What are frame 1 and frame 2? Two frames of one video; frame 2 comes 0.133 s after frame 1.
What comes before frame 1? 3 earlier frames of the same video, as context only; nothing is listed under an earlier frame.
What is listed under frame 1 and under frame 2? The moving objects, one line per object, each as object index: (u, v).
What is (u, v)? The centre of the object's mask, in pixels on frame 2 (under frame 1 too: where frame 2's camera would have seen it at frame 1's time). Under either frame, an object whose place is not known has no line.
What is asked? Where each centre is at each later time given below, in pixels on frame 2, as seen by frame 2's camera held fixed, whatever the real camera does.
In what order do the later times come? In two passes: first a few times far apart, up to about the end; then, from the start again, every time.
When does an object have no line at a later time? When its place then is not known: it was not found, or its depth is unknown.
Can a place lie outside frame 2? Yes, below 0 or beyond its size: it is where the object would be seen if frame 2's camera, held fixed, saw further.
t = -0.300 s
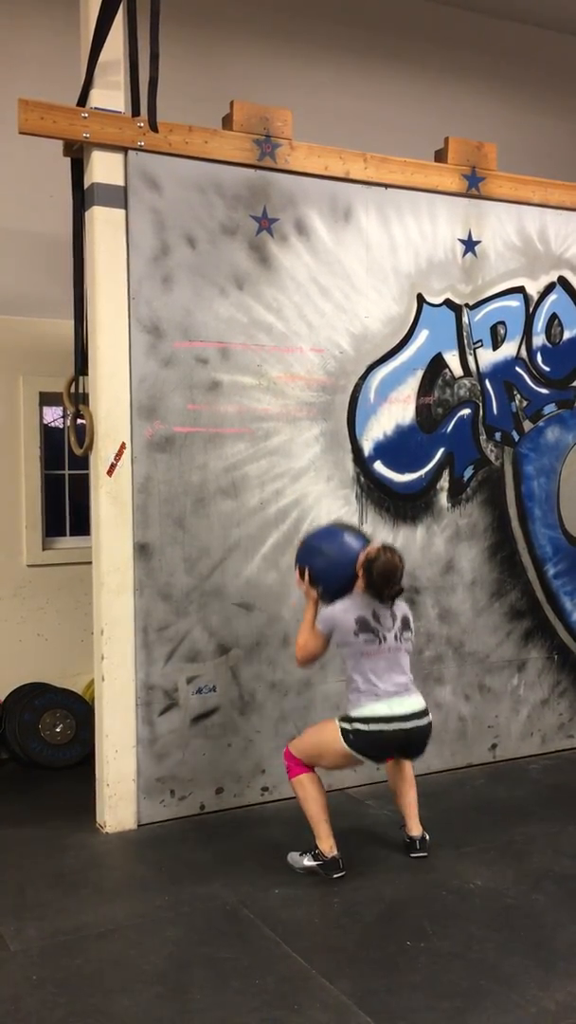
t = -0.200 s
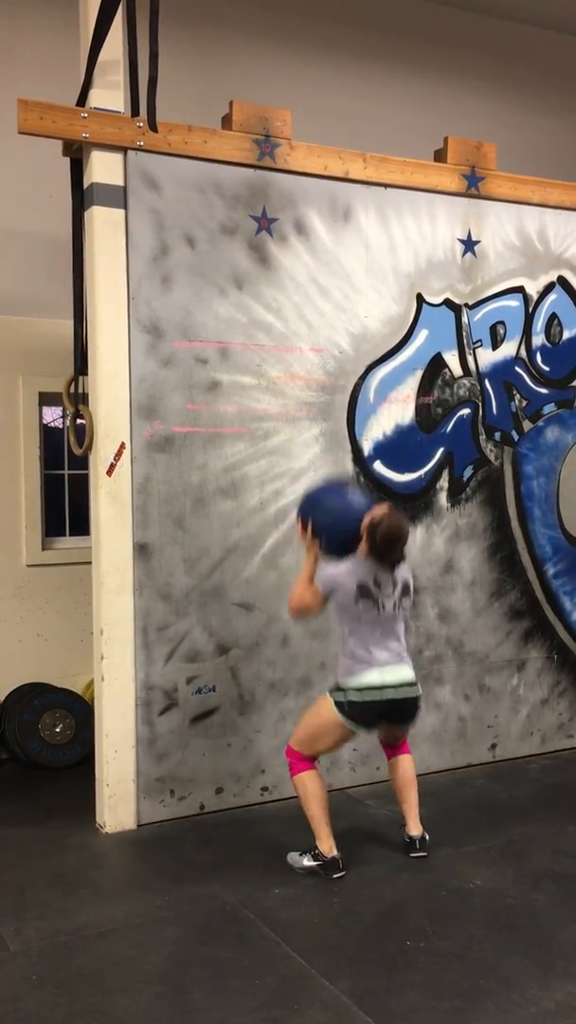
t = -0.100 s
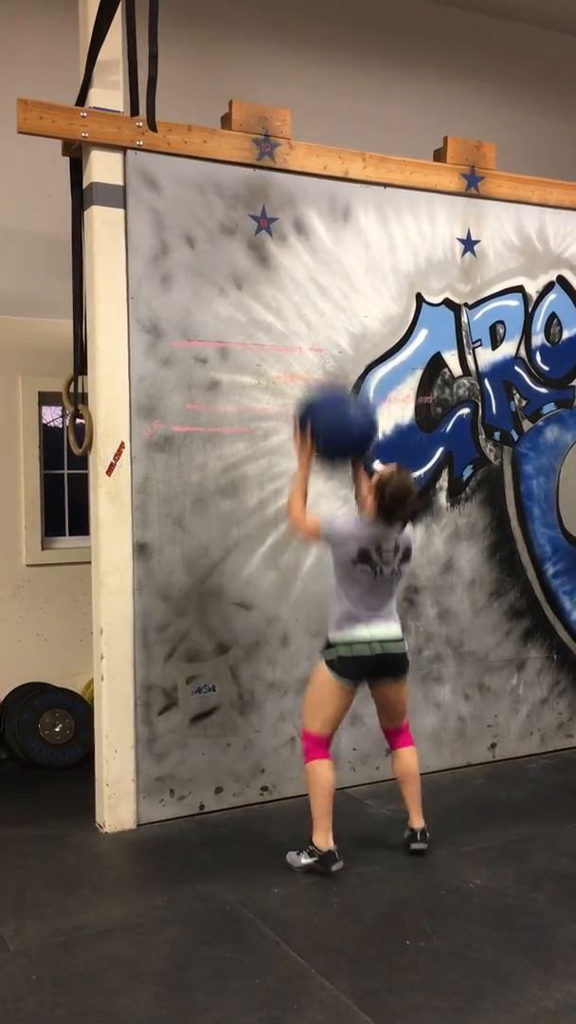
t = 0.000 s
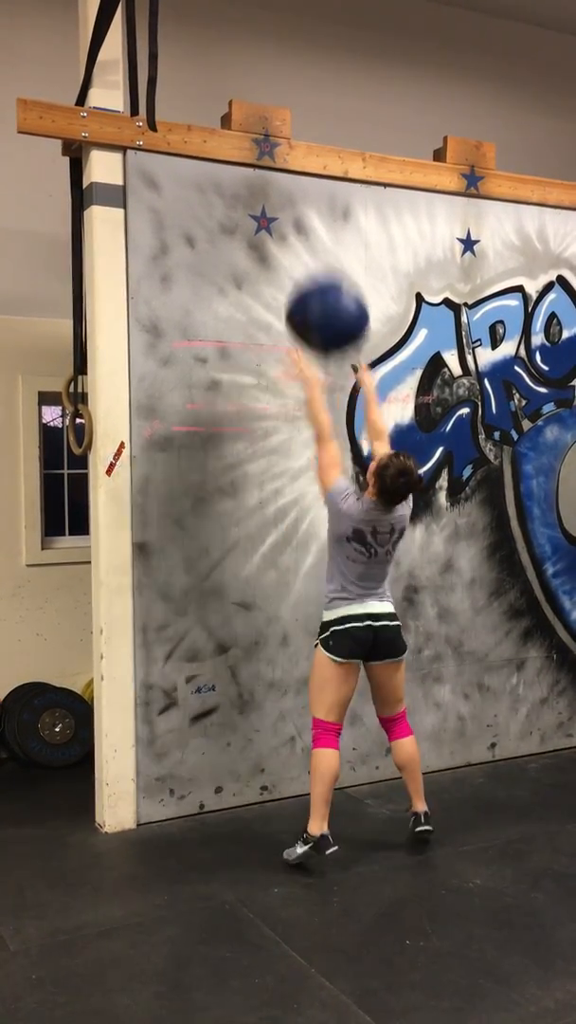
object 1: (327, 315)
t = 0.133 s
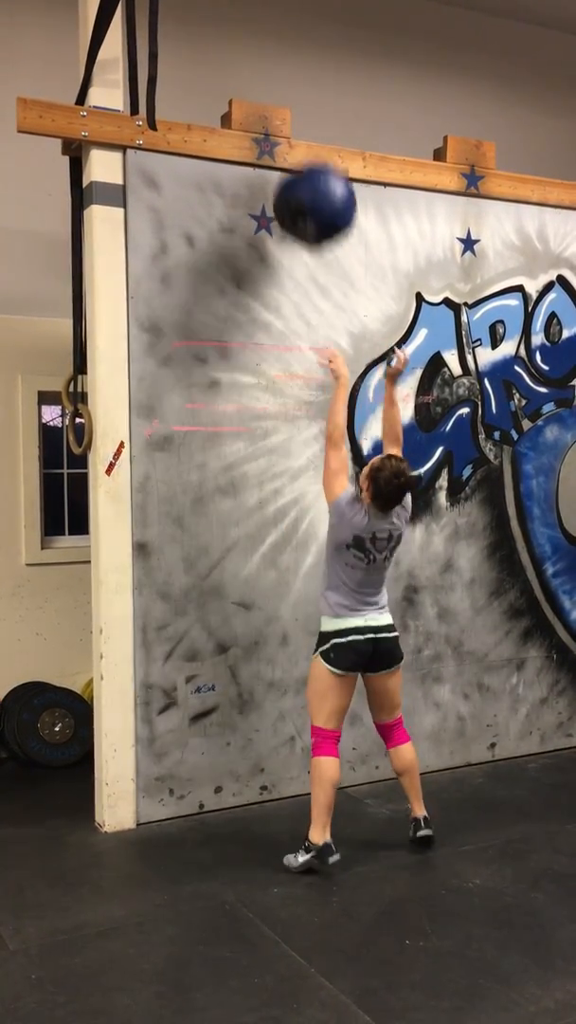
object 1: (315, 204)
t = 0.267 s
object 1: (303, 136)
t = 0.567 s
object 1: (303, 123)
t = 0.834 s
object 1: (325, 272)
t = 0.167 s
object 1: (312, 183)
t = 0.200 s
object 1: (309, 164)
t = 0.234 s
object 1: (306, 149)
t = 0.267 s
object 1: (303, 136)
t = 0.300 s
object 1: (300, 126)
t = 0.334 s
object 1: (297, 119)
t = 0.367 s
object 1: (295, 114)
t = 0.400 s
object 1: (293, 112)
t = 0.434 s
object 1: (292, 112)
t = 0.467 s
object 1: (295, 111)
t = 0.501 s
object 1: (297, 113)
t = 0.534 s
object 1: (300, 117)
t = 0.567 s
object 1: (303, 123)
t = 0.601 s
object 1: (305, 132)
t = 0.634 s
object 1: (309, 144)
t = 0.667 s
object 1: (311, 159)
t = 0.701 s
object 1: (314, 176)
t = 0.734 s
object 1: (316, 197)
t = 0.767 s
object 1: (319, 219)
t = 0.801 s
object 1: (322, 242)
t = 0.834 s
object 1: (325, 272)
